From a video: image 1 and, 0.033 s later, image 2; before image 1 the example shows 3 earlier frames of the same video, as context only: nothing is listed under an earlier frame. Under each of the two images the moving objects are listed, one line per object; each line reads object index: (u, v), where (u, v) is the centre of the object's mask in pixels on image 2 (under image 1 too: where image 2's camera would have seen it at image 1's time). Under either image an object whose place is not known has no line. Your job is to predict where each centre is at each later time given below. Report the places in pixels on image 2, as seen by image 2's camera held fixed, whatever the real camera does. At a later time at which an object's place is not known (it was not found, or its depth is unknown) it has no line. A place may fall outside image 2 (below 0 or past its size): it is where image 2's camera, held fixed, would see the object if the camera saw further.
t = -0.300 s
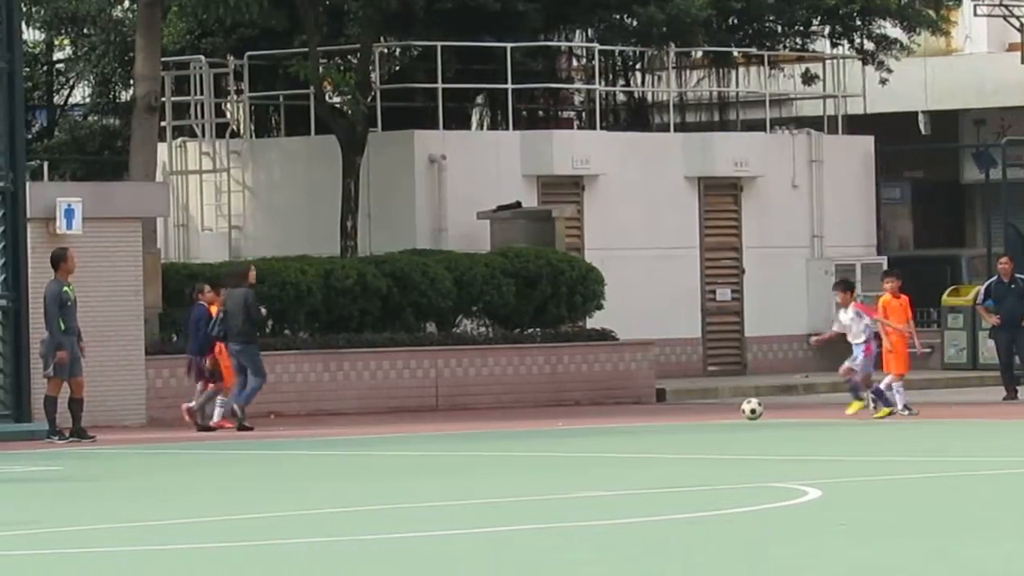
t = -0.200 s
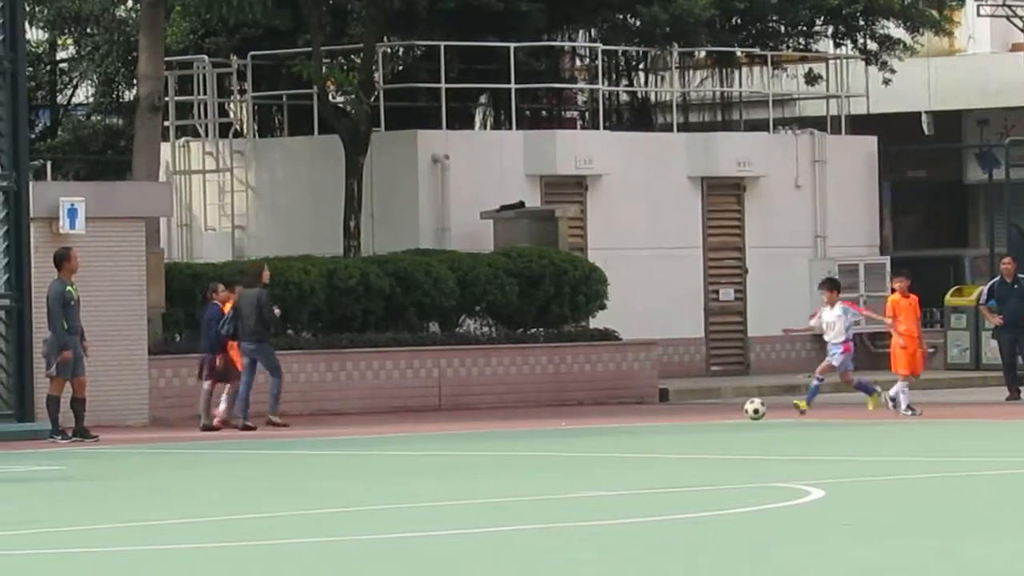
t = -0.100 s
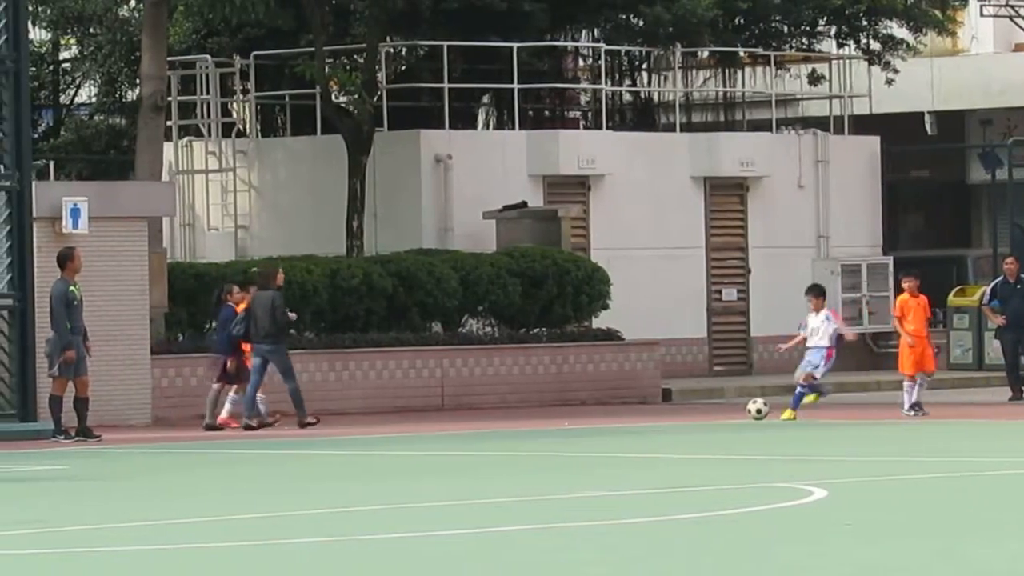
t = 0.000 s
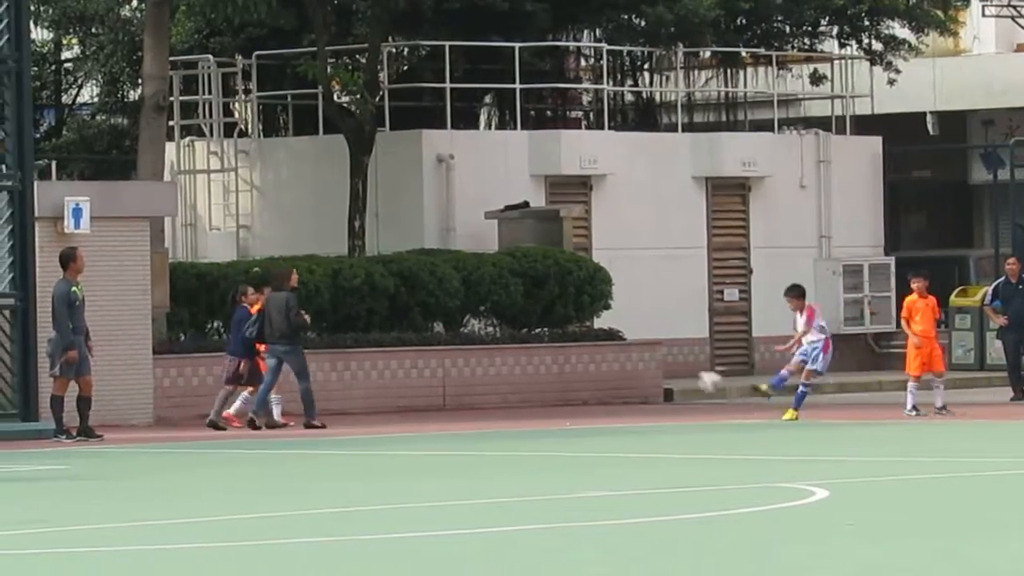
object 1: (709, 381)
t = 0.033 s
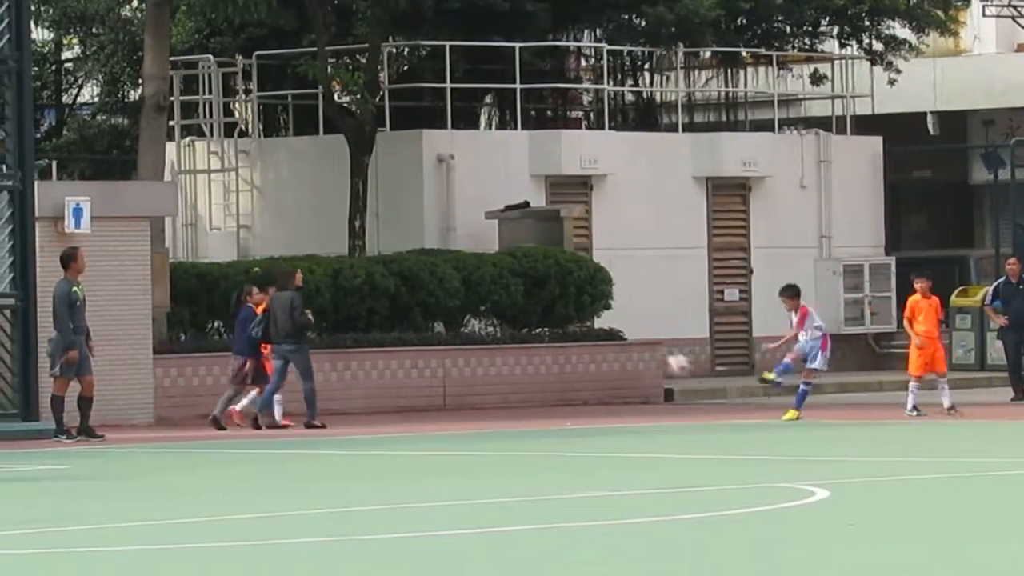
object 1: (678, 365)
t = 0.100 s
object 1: (614, 332)
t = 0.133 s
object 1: (583, 316)
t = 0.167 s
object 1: (551, 302)
